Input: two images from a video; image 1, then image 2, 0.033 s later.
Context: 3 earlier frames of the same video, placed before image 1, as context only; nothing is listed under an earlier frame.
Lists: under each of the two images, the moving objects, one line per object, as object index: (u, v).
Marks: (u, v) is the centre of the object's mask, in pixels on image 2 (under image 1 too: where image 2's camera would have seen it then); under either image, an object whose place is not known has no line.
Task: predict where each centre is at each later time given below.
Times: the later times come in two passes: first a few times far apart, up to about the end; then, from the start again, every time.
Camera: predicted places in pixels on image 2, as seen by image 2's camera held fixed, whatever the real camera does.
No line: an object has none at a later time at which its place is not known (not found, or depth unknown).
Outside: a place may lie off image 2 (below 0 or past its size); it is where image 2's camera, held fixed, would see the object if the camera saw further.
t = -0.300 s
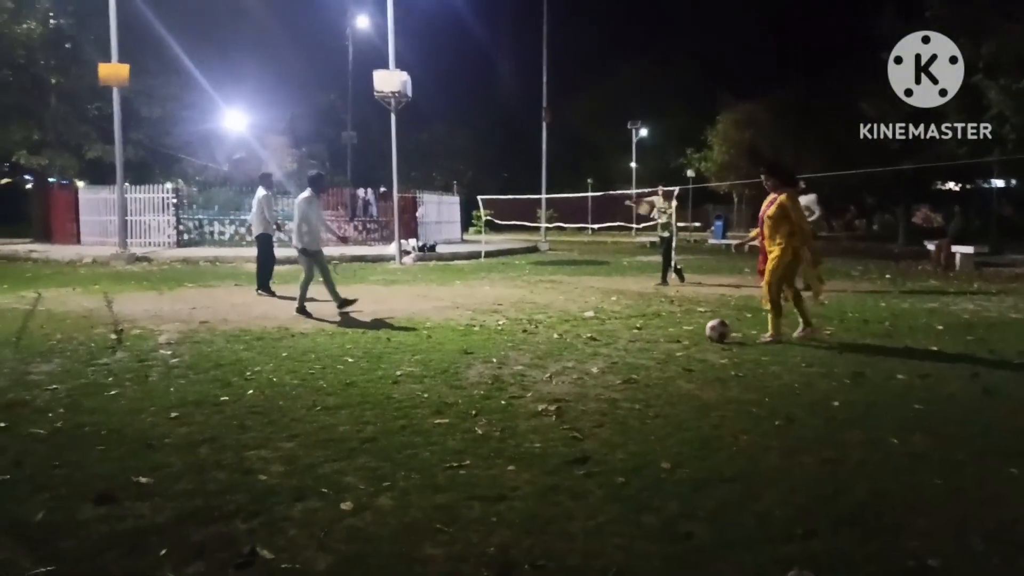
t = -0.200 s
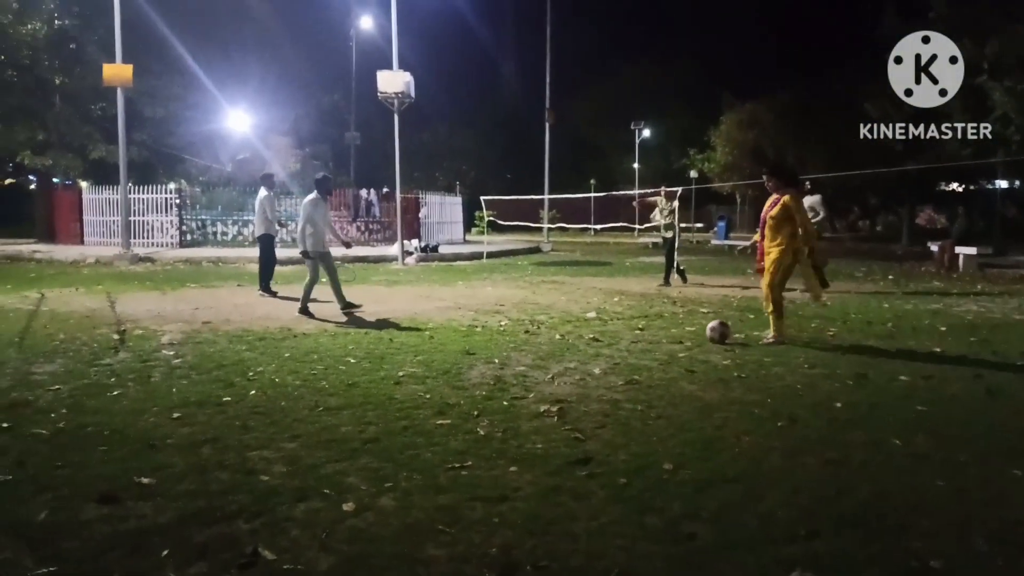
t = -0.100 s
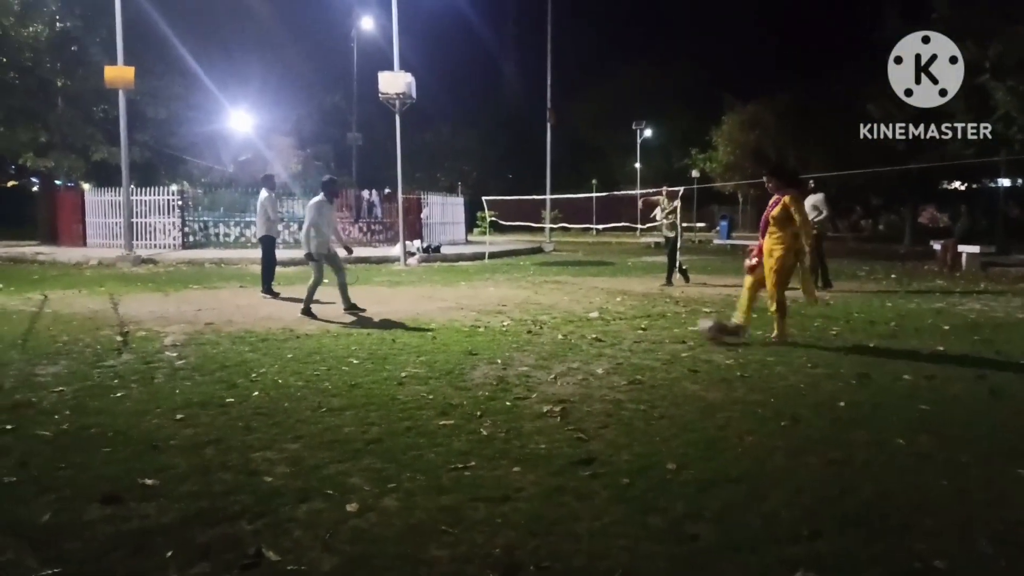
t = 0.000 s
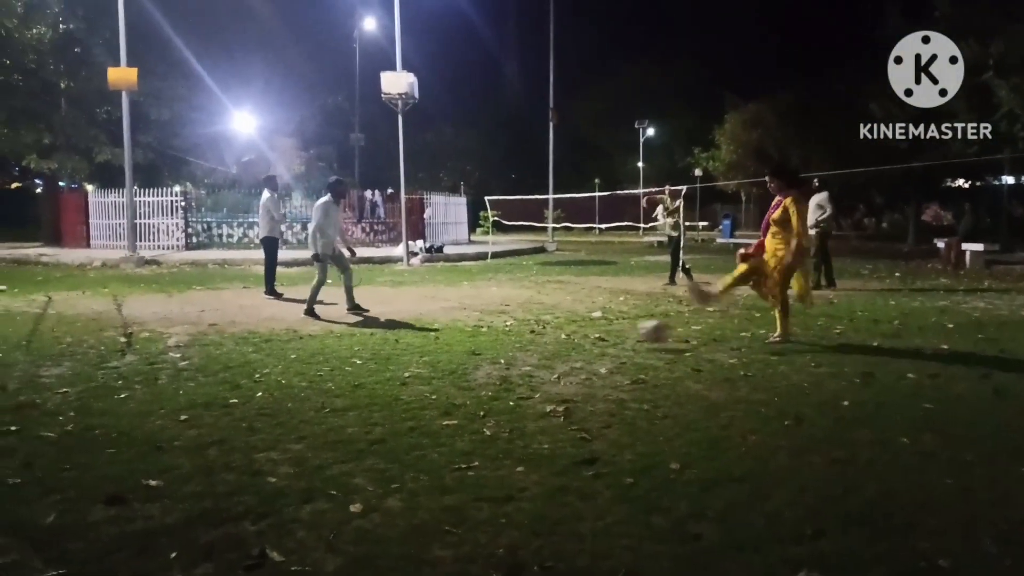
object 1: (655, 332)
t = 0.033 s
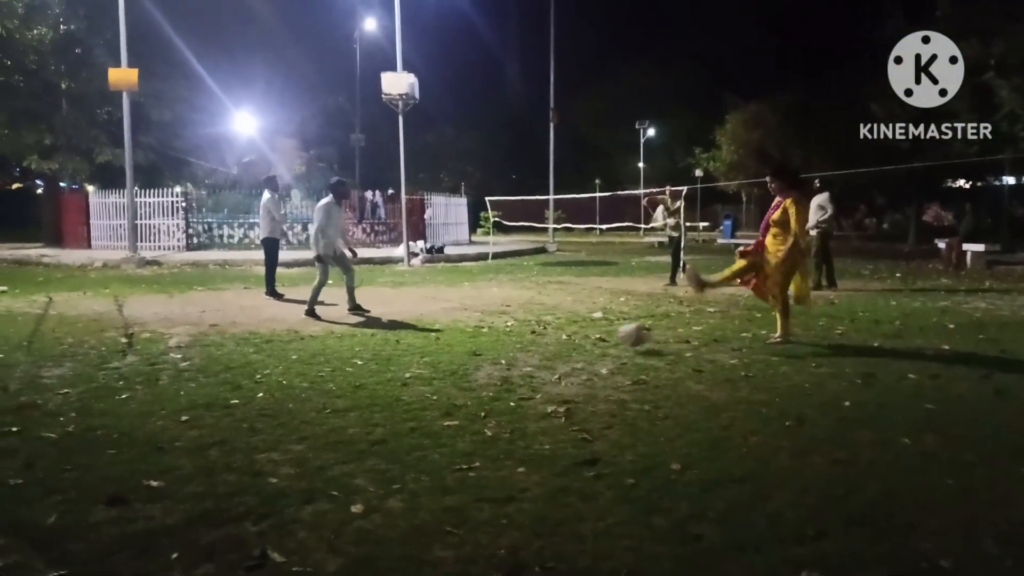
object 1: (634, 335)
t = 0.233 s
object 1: (513, 352)
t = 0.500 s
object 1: (359, 363)
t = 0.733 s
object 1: (210, 376)
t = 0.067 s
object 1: (614, 340)
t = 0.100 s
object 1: (590, 344)
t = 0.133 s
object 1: (571, 345)
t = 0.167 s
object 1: (550, 346)
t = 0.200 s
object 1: (532, 348)
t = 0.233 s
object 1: (513, 352)
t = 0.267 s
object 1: (495, 352)
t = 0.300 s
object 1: (473, 352)
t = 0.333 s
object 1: (455, 356)
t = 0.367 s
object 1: (437, 355)
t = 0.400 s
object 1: (420, 353)
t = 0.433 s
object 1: (398, 353)
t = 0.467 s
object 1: (378, 356)
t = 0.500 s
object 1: (359, 363)
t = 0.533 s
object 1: (342, 359)
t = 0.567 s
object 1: (319, 356)
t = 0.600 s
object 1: (297, 356)
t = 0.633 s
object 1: (276, 360)
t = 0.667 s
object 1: (255, 365)
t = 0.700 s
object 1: (235, 369)
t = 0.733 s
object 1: (210, 376)
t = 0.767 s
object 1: (186, 376)
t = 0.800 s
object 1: (169, 374)
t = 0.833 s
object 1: (149, 374)
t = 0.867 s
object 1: (127, 375)
